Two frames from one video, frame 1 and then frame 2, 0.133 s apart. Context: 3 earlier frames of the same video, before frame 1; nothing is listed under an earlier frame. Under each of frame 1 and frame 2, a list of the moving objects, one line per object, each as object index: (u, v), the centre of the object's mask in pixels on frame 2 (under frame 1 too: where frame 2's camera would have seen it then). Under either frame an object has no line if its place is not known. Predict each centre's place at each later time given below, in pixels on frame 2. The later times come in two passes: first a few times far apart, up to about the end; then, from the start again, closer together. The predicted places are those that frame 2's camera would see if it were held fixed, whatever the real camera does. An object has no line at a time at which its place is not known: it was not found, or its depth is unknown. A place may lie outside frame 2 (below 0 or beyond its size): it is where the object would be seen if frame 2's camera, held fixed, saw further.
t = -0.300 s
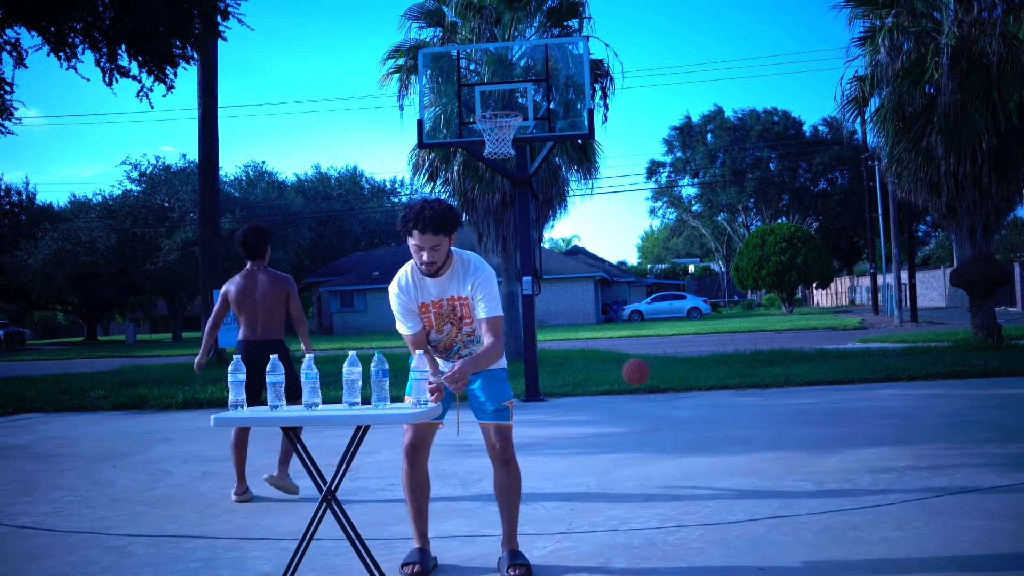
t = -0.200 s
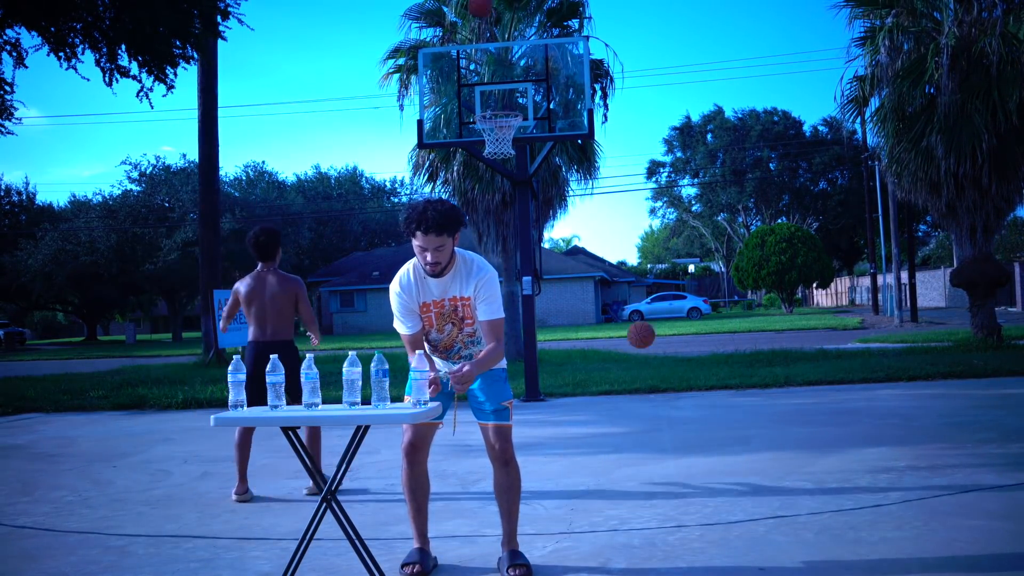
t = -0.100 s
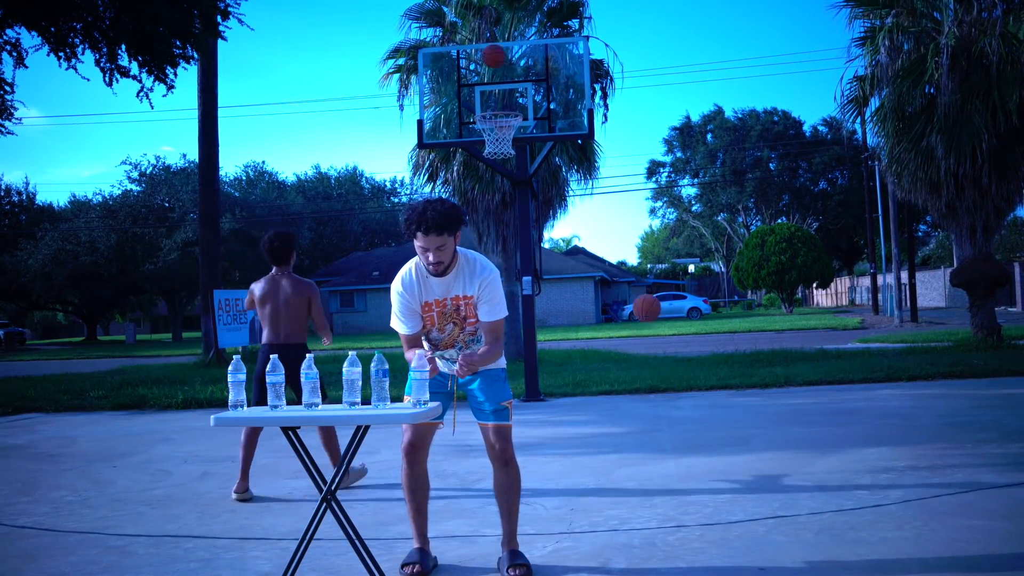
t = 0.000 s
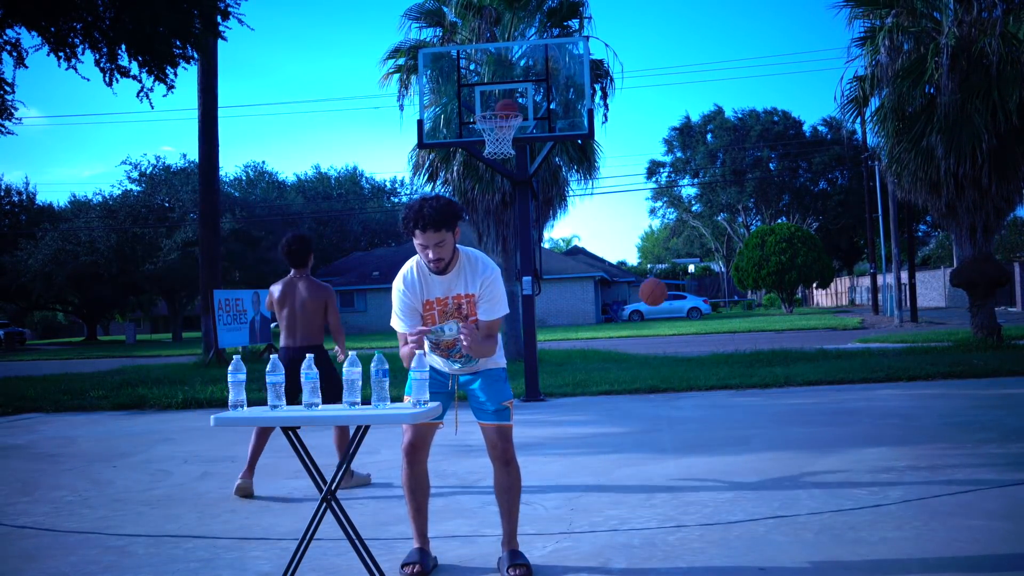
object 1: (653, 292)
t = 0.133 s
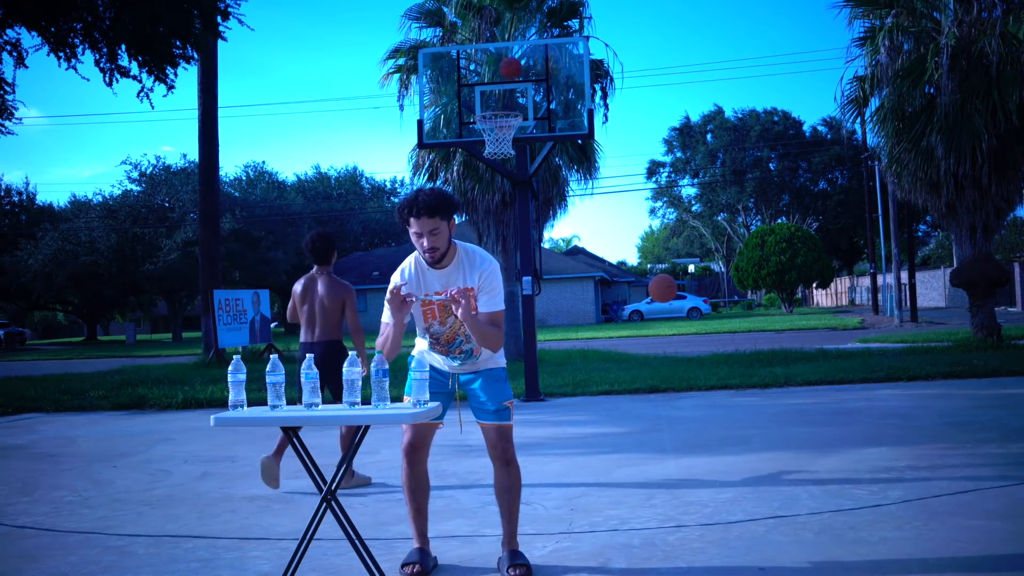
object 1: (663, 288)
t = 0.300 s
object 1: (677, 314)
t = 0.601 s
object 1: (705, 407)
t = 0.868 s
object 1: (724, 337)
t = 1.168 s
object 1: (752, 366)
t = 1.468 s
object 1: (782, 390)
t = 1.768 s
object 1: (812, 377)
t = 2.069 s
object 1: (846, 416)
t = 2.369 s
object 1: (878, 409)
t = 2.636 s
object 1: (912, 425)
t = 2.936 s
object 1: (956, 454)
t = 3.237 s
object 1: (1000, 443)
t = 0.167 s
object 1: (665, 291)
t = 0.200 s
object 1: (668, 294)
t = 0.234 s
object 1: (671, 300)
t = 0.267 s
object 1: (674, 306)
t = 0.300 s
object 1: (677, 314)
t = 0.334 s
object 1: (680, 323)
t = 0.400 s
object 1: (686, 346)
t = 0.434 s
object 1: (689, 360)
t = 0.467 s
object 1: (693, 375)
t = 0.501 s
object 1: (696, 391)
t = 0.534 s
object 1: (700, 409)
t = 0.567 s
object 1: (703, 421)
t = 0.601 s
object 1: (705, 407)
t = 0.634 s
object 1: (707, 393)
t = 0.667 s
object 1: (709, 381)
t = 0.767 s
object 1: (716, 354)
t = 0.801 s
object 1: (719, 347)
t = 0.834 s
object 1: (721, 341)
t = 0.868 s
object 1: (724, 337)
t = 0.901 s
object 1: (727, 334)
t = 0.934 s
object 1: (729, 333)
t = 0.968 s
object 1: (732, 333)
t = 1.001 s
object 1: (735, 335)
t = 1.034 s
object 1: (738, 338)
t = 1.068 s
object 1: (742, 343)
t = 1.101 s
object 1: (745, 349)
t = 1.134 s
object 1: (748, 357)
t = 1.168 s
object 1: (752, 366)
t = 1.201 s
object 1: (755, 377)
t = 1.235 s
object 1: (759, 389)
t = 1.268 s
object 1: (763, 404)
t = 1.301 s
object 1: (767, 420)
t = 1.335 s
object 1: (771, 435)
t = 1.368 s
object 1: (774, 422)
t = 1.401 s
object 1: (776, 409)
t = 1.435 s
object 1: (779, 399)
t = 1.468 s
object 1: (782, 390)
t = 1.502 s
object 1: (785, 382)
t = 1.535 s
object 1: (788, 376)
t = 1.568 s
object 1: (791, 371)
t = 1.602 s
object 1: (794, 368)
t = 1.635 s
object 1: (797, 367)
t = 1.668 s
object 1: (801, 367)
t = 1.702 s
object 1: (804, 368)
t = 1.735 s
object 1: (808, 372)
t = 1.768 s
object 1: (812, 377)
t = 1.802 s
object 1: (816, 384)
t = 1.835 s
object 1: (820, 392)
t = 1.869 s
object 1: (824, 403)
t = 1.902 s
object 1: (829, 415)
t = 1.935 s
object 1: (833, 429)
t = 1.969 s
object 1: (837, 445)
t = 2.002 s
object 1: (840, 436)
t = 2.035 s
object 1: (843, 425)
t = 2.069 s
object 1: (846, 416)
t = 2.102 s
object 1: (849, 408)
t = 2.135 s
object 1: (852, 402)
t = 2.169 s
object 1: (856, 398)
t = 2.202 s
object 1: (859, 395)
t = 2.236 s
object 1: (863, 394)
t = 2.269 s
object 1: (866, 395)
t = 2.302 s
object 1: (870, 398)
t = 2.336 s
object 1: (874, 403)
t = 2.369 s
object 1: (878, 409)
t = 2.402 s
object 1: (883, 418)
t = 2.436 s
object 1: (887, 428)
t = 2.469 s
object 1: (891, 441)
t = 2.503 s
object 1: (896, 455)
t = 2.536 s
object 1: (899, 449)
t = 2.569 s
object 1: (903, 439)
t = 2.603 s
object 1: (907, 431)
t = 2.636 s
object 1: (912, 425)
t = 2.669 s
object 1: (916, 420)
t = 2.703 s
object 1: (920, 417)
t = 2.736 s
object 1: (925, 416)
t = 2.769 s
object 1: (930, 417)
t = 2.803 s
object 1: (935, 420)
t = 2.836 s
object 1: (940, 426)
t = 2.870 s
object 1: (945, 433)
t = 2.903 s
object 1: (950, 442)
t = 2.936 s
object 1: (956, 454)
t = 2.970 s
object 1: (961, 467)
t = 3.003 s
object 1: (965, 458)
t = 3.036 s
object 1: (970, 450)
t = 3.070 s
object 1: (975, 444)
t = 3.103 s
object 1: (980, 439)
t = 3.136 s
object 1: (985, 437)
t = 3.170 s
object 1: (990, 437)
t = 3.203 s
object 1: (995, 439)
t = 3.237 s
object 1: (1000, 443)
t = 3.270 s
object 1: (1004, 449)
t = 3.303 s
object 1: (1007, 458)
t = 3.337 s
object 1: (1010, 468)
